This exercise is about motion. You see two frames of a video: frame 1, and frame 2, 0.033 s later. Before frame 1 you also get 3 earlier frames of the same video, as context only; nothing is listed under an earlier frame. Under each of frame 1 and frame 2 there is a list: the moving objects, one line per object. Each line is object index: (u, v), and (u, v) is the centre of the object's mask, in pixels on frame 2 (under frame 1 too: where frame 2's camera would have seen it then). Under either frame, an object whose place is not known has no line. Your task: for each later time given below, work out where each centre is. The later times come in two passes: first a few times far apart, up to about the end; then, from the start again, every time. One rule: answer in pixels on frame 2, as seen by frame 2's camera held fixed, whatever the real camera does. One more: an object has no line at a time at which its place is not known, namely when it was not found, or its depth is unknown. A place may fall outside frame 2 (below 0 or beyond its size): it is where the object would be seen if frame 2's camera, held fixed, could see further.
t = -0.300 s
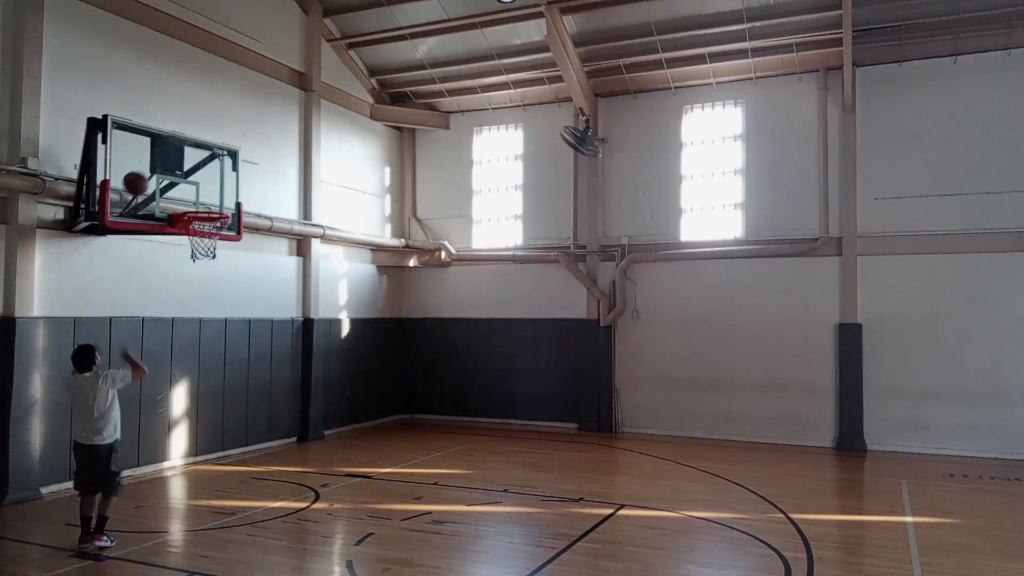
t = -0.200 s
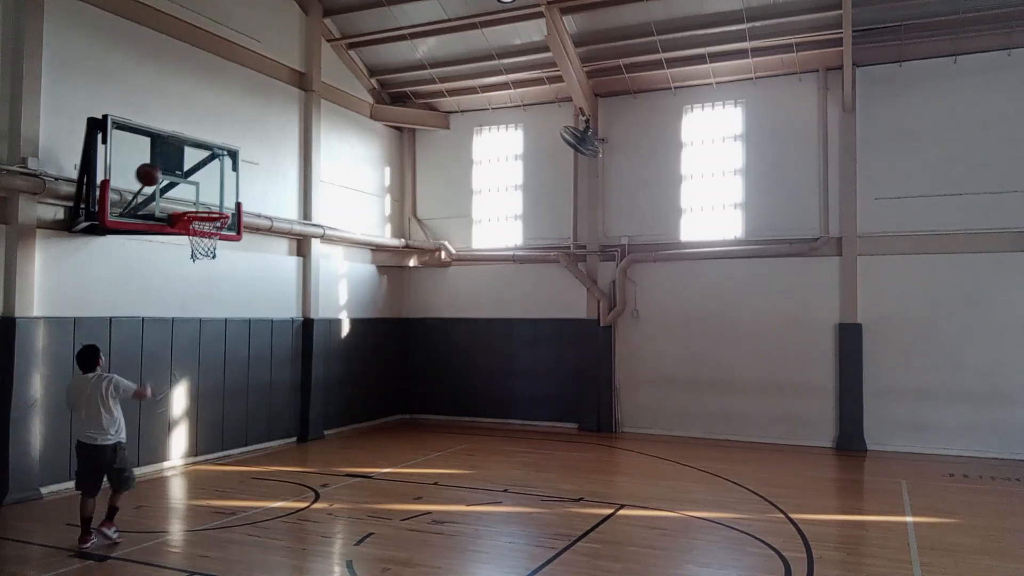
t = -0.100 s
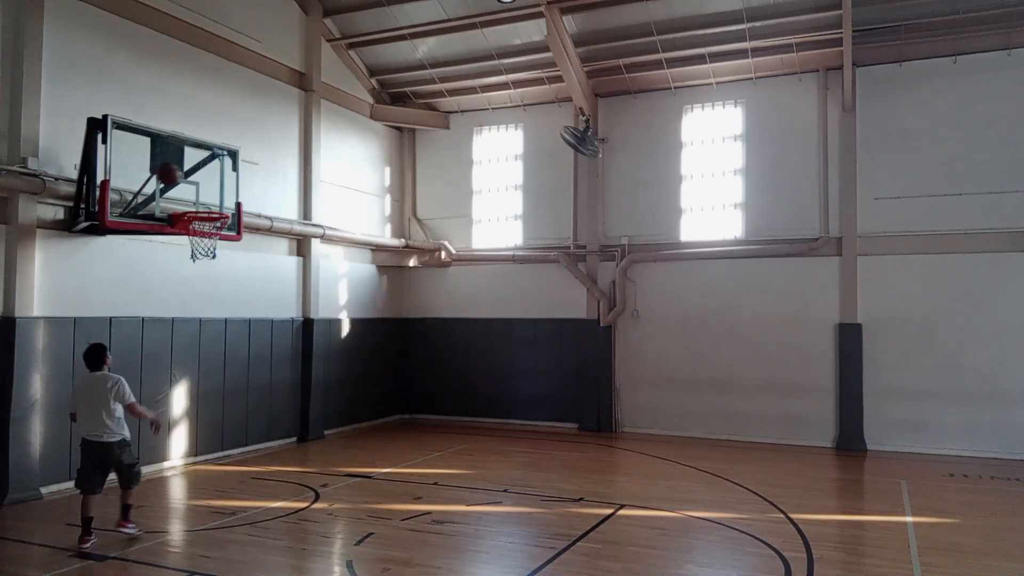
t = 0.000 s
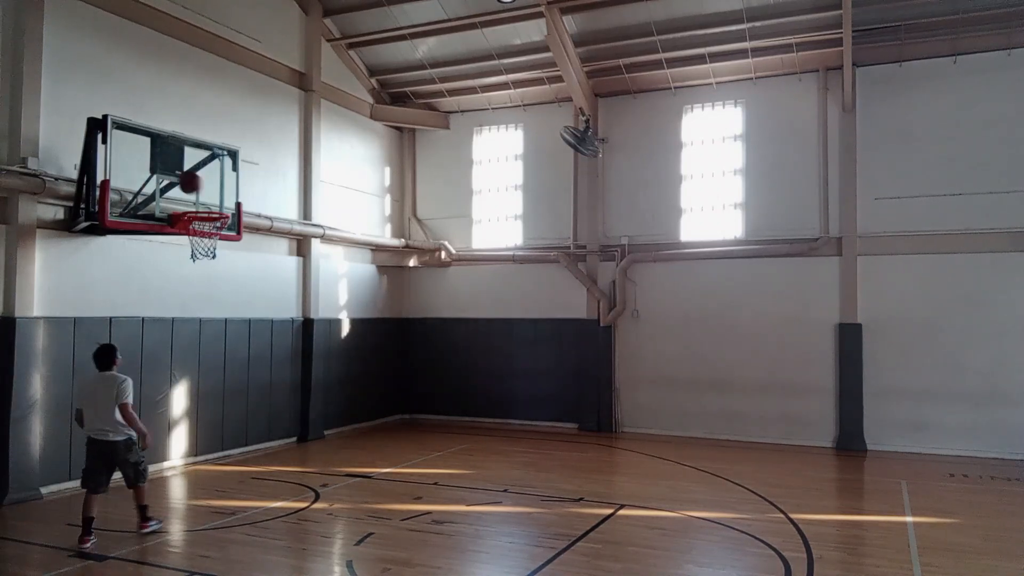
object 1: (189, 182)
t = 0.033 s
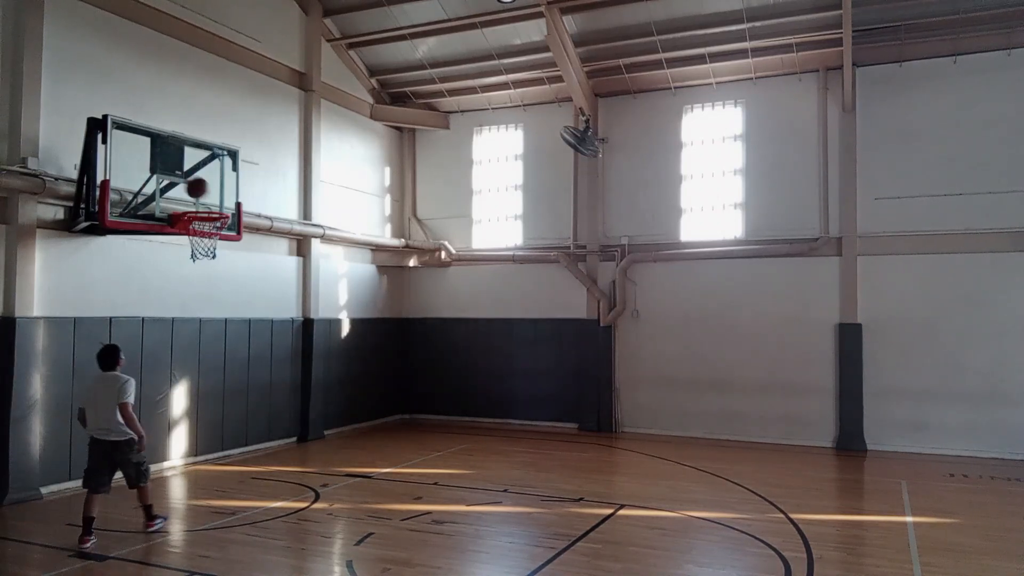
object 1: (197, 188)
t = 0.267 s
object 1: (197, 216)
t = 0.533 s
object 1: (227, 232)
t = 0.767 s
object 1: (213, 255)
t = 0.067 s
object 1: (203, 194)
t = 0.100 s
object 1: (211, 201)
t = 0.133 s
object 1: (217, 206)
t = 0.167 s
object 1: (212, 206)
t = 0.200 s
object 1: (204, 206)
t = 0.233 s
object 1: (196, 214)
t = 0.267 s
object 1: (197, 216)
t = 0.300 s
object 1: (204, 219)
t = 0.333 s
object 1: (210, 225)
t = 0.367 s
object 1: (218, 229)
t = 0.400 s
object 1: (221, 230)
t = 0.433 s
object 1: (225, 232)
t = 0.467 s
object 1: (227, 232)
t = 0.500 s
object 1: (228, 232)
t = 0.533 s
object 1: (227, 232)
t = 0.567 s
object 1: (227, 233)
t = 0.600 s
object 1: (226, 233)
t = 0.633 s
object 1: (224, 237)
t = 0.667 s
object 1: (222, 241)
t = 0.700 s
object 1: (219, 246)
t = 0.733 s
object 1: (216, 250)
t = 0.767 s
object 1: (213, 255)
